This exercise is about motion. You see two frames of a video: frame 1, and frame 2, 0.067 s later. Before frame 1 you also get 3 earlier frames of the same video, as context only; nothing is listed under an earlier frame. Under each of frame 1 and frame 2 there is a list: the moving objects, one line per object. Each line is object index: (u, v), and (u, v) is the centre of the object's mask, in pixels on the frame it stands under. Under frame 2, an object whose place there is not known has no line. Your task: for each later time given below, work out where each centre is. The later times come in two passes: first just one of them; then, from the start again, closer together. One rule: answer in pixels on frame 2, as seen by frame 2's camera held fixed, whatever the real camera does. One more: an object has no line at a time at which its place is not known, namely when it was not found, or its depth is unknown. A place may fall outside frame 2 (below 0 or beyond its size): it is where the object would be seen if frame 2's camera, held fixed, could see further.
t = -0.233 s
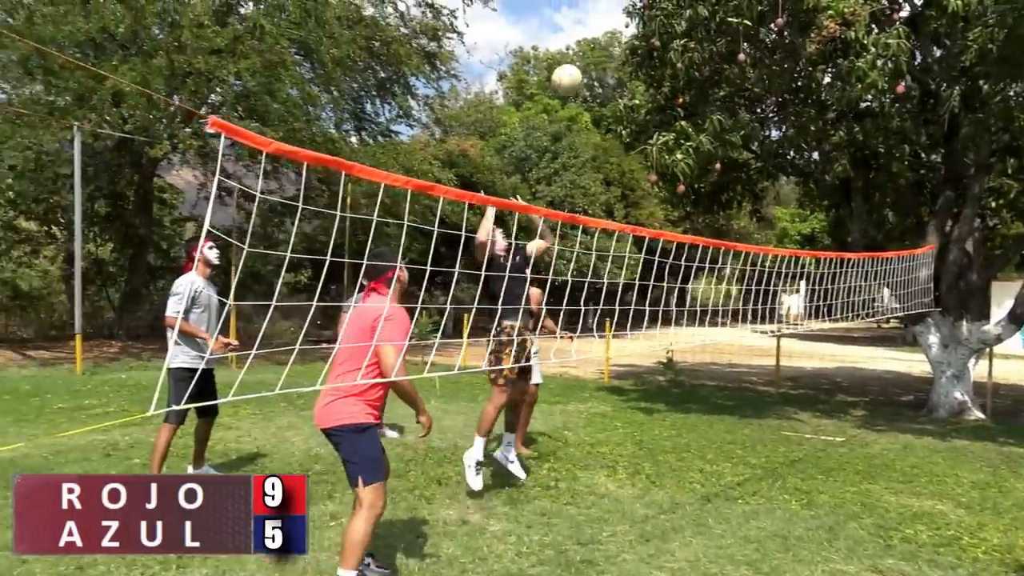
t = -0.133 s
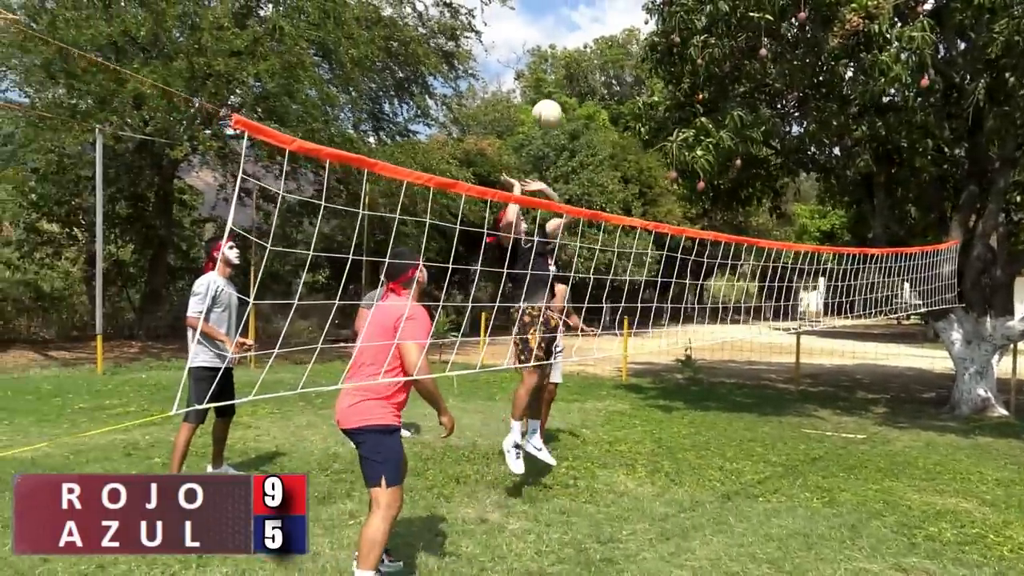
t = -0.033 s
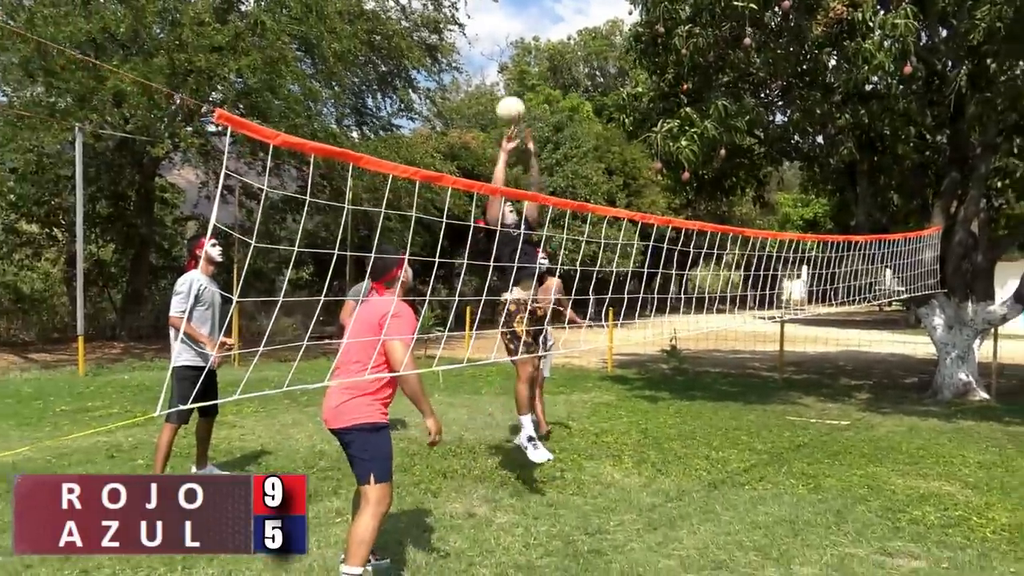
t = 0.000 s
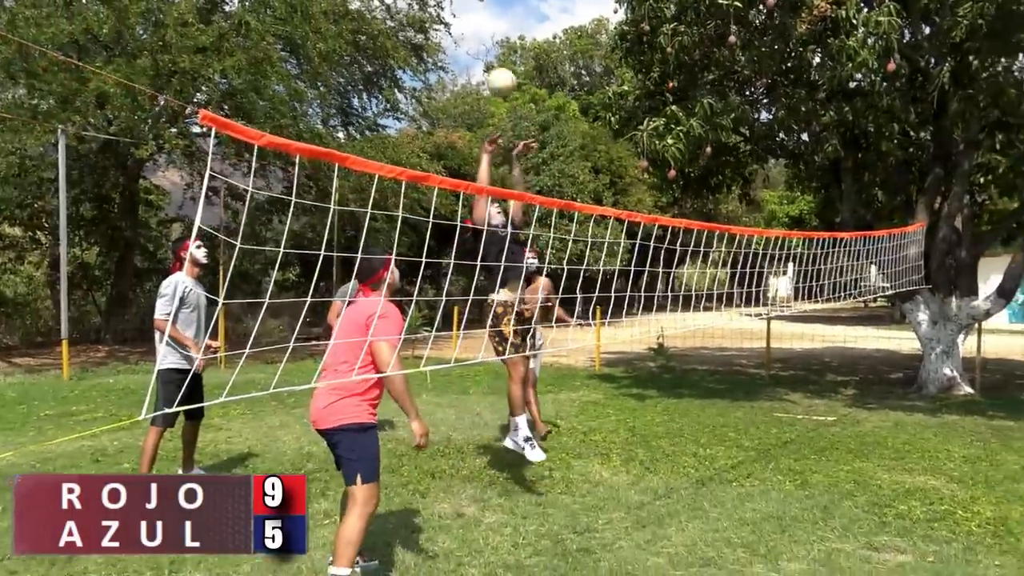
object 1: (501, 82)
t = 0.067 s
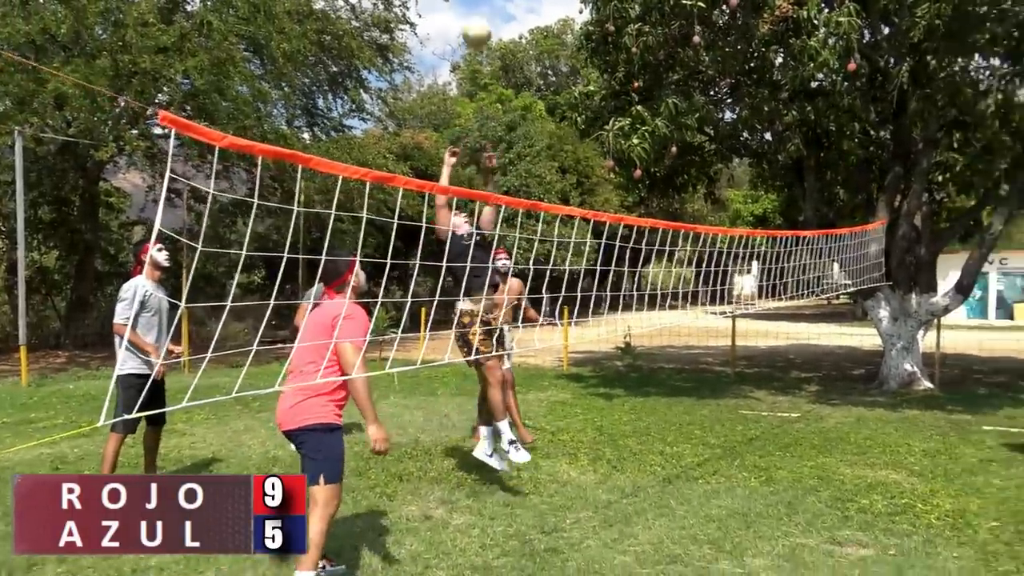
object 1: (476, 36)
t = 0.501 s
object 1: (516, -153)
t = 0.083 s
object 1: (479, 20)
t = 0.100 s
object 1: (481, 10)
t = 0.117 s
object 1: (484, 4)
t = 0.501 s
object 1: (516, -153)
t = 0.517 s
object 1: (518, -154)
